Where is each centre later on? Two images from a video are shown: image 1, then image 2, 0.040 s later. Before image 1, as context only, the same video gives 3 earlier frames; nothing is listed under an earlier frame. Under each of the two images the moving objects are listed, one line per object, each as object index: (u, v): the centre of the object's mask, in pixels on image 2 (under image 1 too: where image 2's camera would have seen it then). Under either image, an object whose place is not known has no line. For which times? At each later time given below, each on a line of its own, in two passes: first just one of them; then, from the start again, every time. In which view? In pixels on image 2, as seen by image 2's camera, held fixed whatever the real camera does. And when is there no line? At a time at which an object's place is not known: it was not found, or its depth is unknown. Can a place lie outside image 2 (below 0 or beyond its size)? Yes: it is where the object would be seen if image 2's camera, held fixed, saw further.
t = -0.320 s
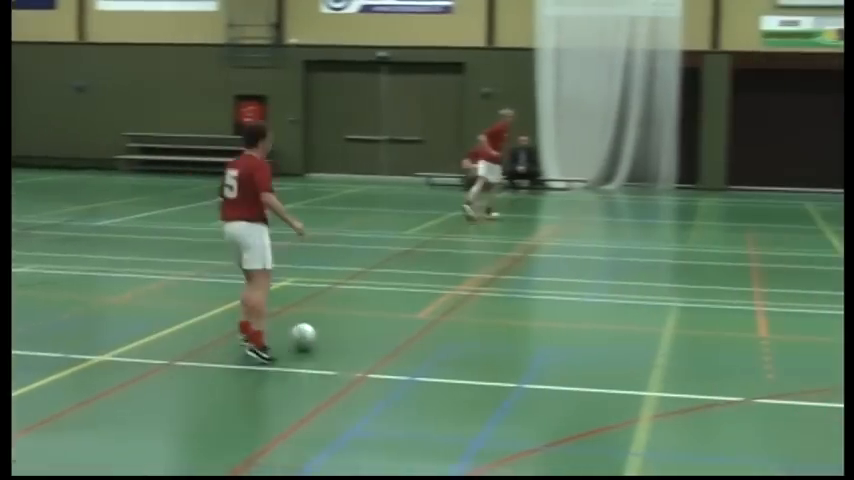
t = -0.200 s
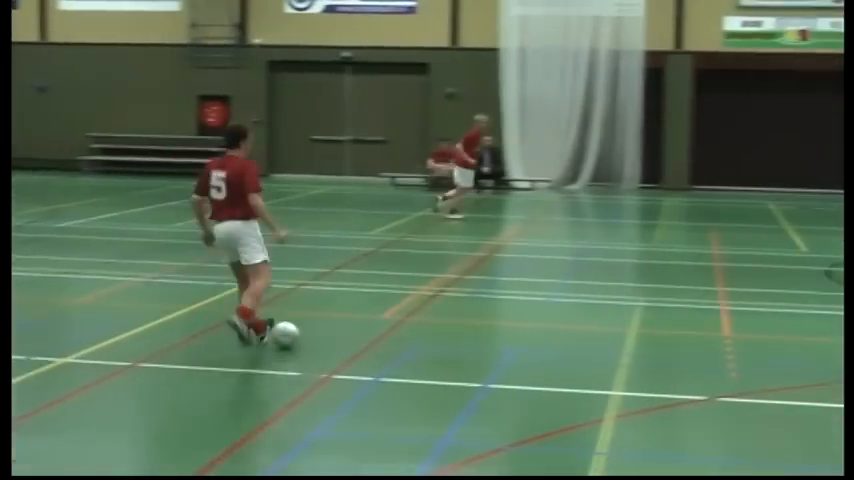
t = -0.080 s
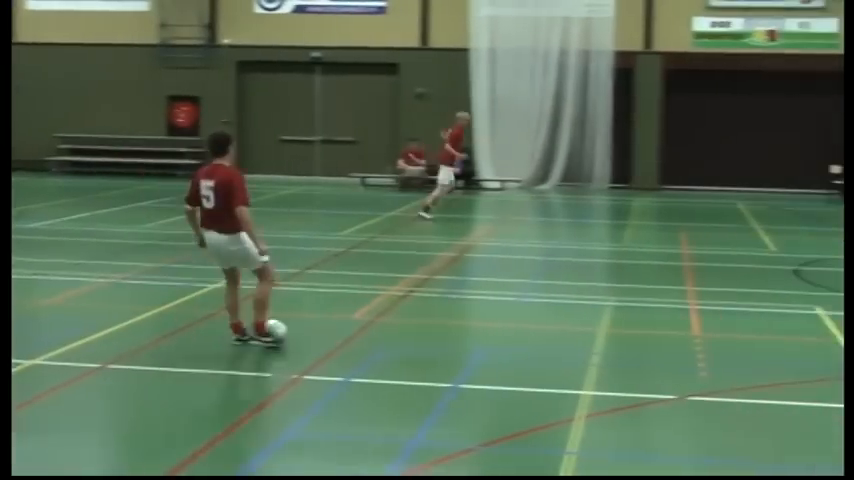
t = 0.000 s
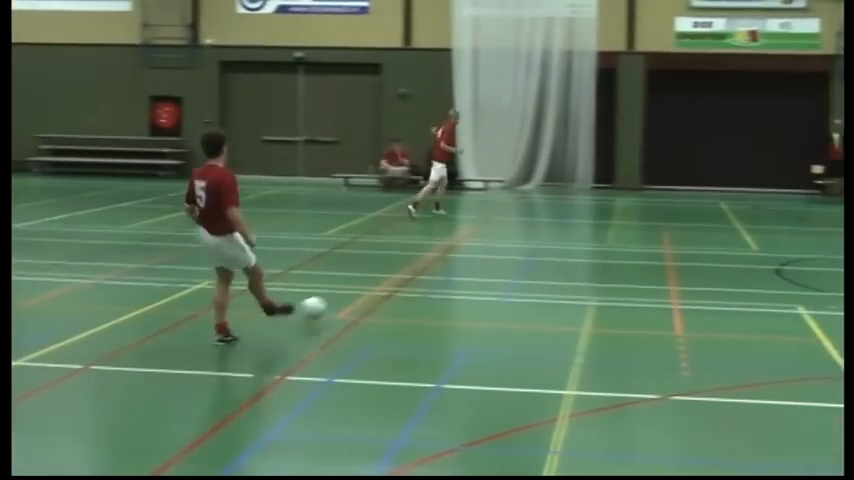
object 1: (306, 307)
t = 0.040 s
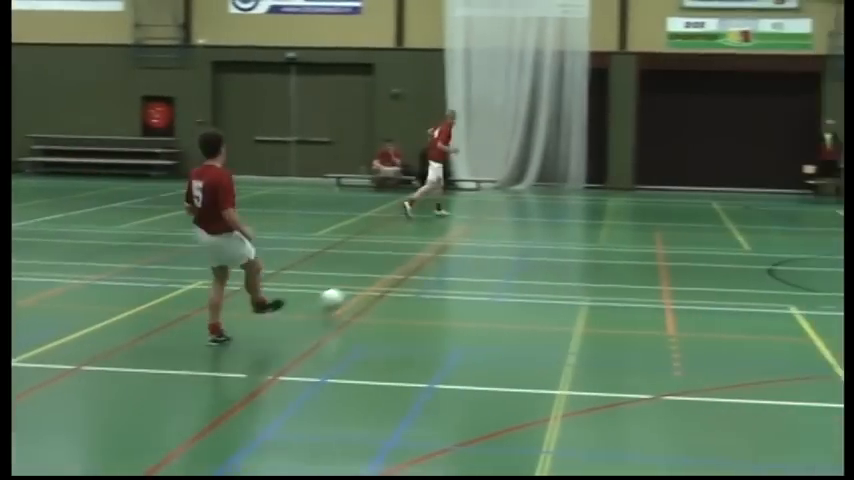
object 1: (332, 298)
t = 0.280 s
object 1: (442, 266)
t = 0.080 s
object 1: (356, 291)
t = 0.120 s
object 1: (378, 289)
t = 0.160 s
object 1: (396, 282)
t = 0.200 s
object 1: (413, 276)
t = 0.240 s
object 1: (429, 272)
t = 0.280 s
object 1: (442, 266)
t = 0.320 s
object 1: (455, 263)
